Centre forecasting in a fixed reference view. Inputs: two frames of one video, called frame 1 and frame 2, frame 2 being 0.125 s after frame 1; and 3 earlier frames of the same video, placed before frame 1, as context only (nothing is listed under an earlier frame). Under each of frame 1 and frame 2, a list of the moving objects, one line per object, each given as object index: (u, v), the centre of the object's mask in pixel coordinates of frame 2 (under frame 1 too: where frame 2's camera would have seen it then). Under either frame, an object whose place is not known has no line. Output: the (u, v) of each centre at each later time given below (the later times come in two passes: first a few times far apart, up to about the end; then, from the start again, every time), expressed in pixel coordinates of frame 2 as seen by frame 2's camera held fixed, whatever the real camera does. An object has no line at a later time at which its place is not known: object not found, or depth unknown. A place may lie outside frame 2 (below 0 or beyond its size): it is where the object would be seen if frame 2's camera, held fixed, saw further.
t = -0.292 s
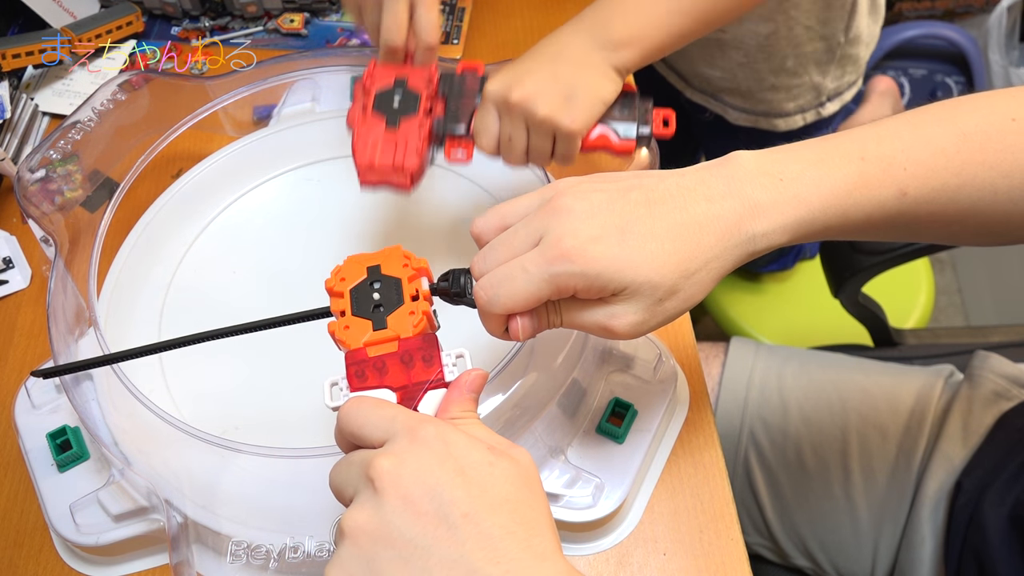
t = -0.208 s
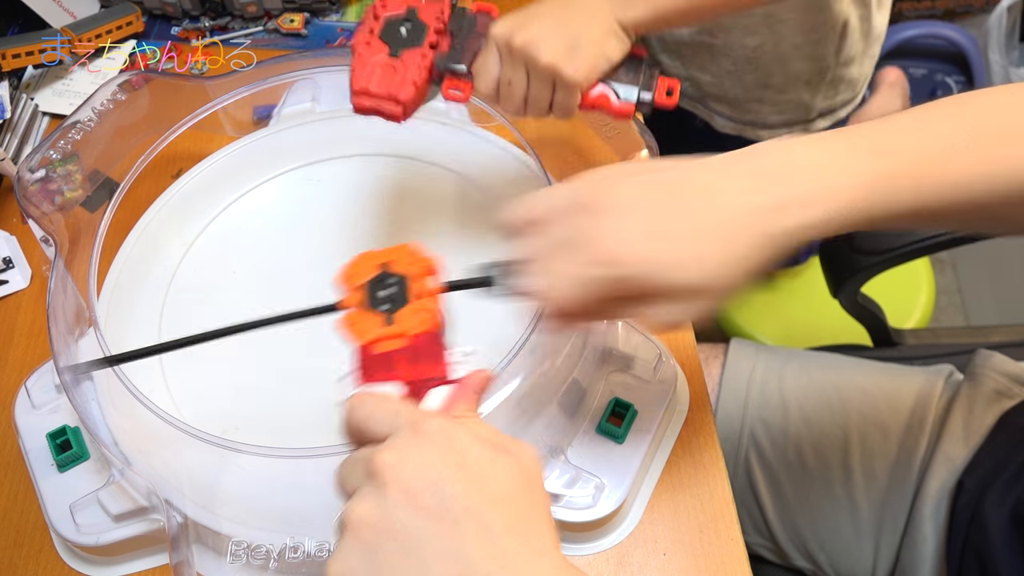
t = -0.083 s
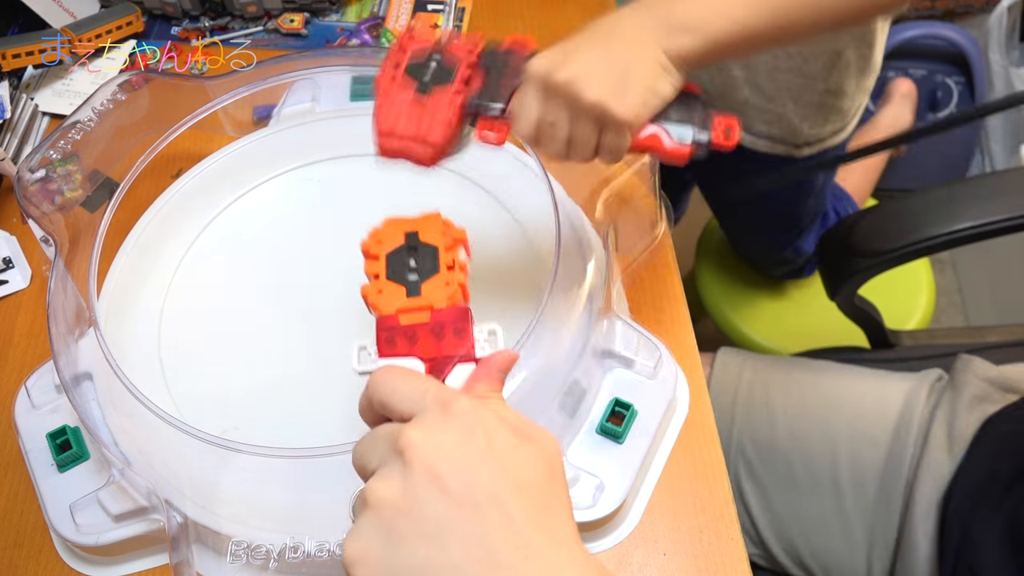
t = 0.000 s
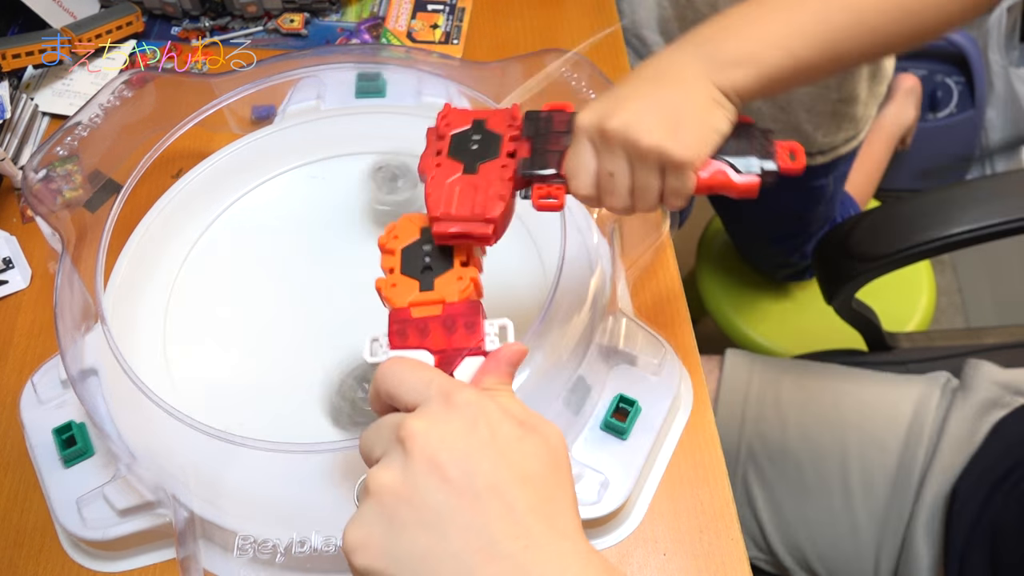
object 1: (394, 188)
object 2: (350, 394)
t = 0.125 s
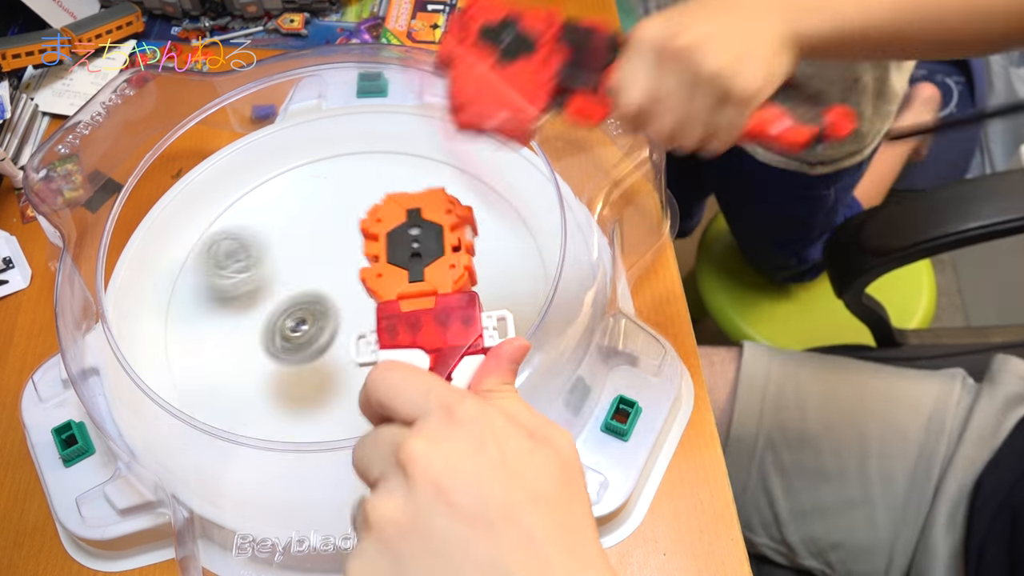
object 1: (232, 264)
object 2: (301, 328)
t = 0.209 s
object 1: (163, 311)
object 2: (281, 301)
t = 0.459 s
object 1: (276, 389)
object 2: (260, 291)
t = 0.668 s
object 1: (389, 331)
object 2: (261, 443)
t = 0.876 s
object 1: (428, 249)
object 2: (478, 350)
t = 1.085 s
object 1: (377, 139)
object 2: (382, 251)
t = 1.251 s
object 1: (308, 190)
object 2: (175, 349)
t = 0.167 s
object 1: (189, 288)
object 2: (295, 339)
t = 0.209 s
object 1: (163, 311)
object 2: (281, 301)
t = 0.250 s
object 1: (172, 333)
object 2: (273, 280)
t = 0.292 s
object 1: (183, 354)
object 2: (272, 276)
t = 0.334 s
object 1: (199, 372)
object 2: (272, 274)
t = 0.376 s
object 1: (220, 383)
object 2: (266, 270)
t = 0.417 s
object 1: (247, 389)
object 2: (267, 281)
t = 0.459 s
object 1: (276, 389)
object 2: (260, 291)
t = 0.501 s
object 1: (304, 384)
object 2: (259, 316)
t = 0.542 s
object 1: (329, 374)
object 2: (253, 344)
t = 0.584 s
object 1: (351, 361)
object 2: (246, 377)
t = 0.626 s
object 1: (372, 346)
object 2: (240, 413)
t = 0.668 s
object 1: (389, 331)
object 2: (261, 443)
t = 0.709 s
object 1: (402, 314)
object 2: (316, 451)
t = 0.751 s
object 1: (413, 298)
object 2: (366, 454)
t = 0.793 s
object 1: (420, 281)
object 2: (412, 434)
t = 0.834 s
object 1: (425, 265)
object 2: (453, 382)
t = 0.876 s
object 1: (428, 249)
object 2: (478, 350)
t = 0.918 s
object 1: (429, 232)
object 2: (488, 315)
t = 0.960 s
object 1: (428, 217)
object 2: (474, 275)
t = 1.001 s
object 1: (415, 190)
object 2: (455, 256)
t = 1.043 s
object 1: (396, 155)
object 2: (425, 251)
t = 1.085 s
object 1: (377, 139)
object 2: (382, 251)
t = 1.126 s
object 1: (357, 148)
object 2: (328, 260)
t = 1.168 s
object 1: (339, 159)
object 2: (275, 279)
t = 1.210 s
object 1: (322, 174)
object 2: (220, 310)
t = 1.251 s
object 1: (308, 190)
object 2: (175, 349)
